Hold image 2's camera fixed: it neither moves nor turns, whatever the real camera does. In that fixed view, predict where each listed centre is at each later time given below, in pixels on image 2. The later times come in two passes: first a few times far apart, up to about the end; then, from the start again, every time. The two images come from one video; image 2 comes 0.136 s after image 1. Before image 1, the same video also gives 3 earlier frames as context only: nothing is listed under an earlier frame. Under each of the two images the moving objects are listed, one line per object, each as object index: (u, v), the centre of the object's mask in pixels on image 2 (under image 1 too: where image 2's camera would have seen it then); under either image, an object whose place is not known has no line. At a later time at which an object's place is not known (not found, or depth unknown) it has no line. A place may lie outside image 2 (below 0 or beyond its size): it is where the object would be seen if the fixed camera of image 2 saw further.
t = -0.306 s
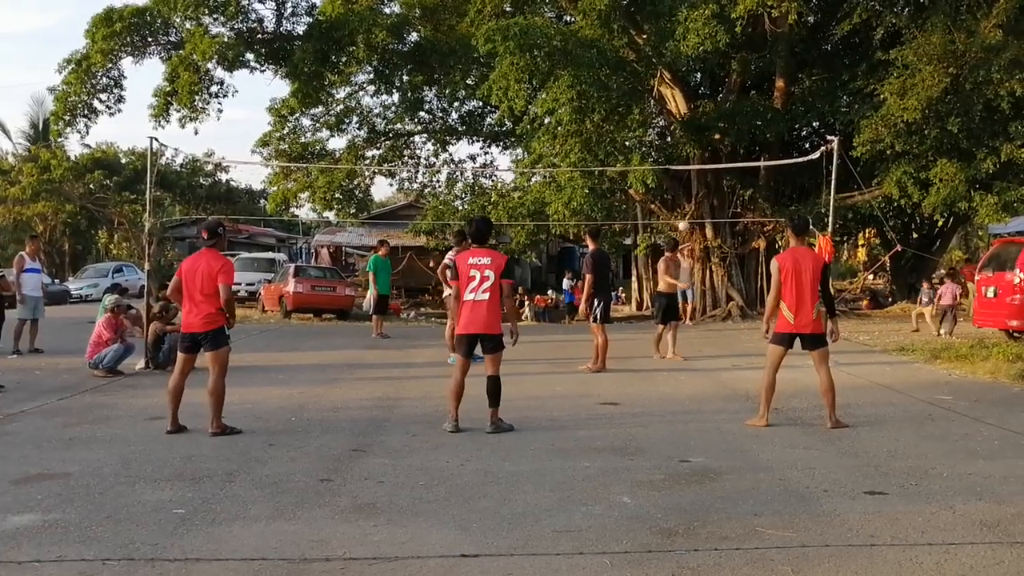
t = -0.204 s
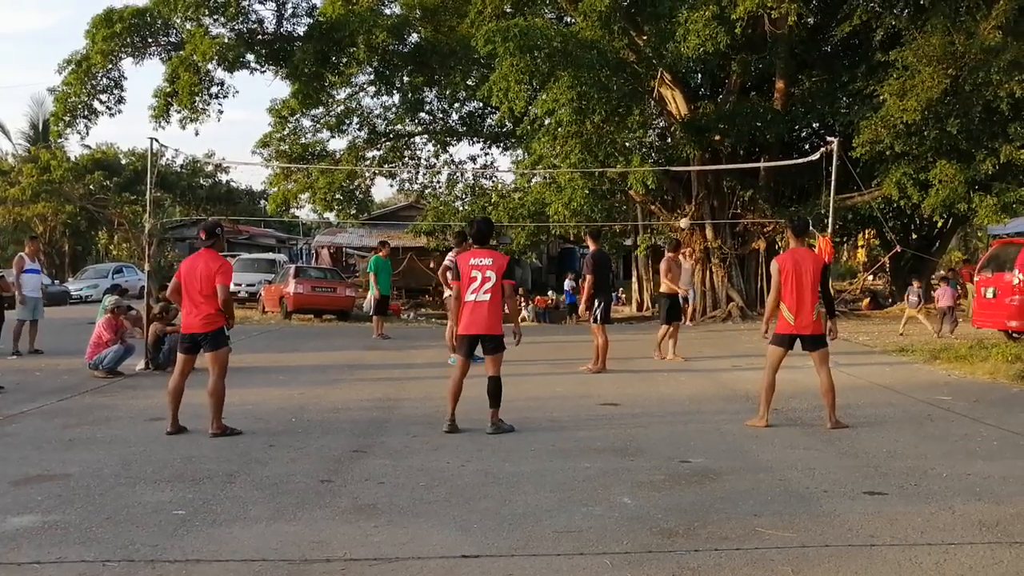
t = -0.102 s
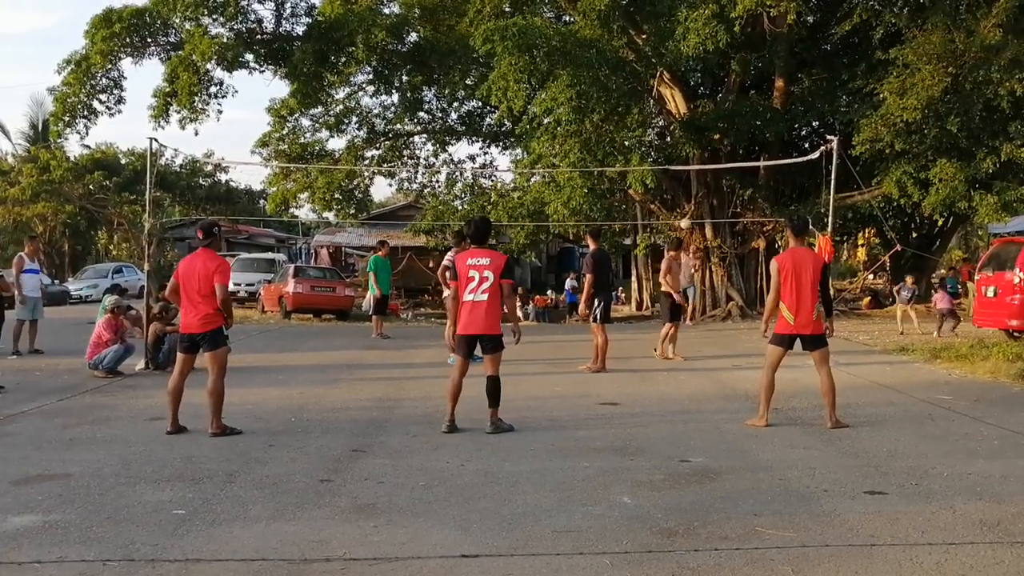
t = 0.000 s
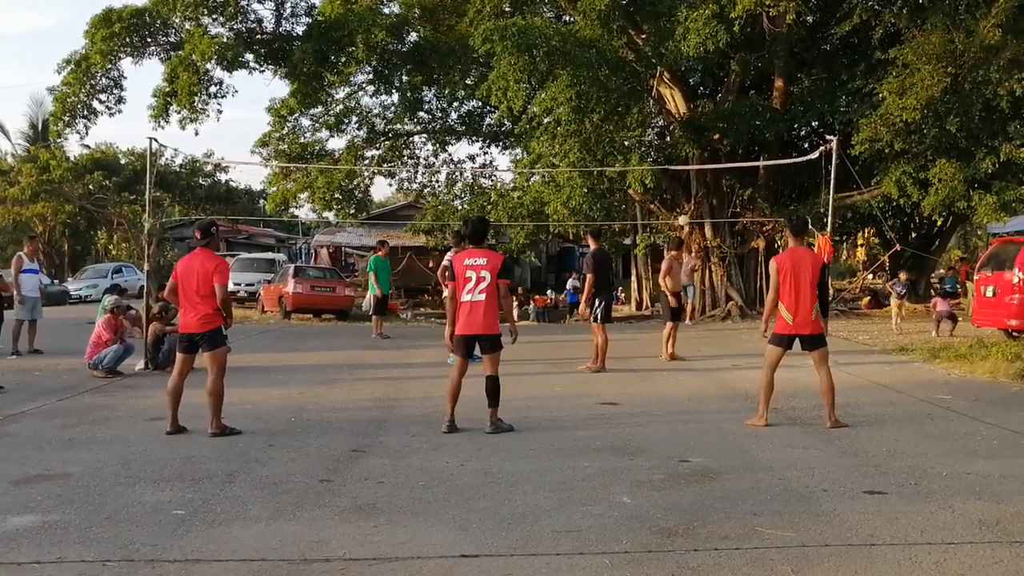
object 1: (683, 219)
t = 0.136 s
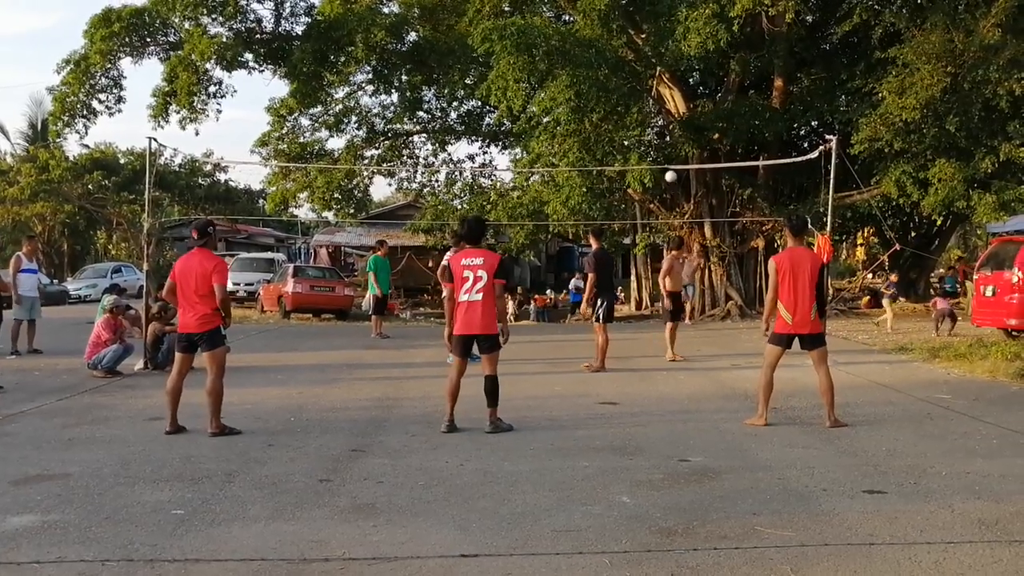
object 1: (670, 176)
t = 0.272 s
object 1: (658, 137)
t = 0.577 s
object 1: (619, 67)
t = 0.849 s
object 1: (577, 49)
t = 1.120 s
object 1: (525, 92)
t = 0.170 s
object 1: (667, 165)
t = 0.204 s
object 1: (664, 156)
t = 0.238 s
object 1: (661, 145)
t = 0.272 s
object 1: (658, 137)
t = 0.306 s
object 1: (654, 127)
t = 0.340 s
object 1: (649, 118)
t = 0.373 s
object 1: (645, 109)
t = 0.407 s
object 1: (640, 101)
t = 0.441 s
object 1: (636, 93)
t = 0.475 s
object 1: (631, 86)
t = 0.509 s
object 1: (627, 79)
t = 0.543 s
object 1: (623, 73)
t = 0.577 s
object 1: (619, 67)
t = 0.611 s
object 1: (614, 63)
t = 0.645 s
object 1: (610, 59)
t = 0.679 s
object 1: (605, 55)
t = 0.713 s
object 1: (599, 52)
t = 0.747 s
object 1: (594, 50)
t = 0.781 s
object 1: (588, 49)
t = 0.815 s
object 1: (582, 49)
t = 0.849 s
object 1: (577, 49)
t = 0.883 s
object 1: (572, 51)
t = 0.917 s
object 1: (567, 54)
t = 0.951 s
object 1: (561, 57)
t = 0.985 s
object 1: (555, 62)
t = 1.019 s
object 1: (548, 67)
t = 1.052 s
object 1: (541, 75)
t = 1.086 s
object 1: (533, 82)
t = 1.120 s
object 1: (525, 92)
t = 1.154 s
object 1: (515, 104)
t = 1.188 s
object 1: (507, 118)
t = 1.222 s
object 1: (497, 134)
